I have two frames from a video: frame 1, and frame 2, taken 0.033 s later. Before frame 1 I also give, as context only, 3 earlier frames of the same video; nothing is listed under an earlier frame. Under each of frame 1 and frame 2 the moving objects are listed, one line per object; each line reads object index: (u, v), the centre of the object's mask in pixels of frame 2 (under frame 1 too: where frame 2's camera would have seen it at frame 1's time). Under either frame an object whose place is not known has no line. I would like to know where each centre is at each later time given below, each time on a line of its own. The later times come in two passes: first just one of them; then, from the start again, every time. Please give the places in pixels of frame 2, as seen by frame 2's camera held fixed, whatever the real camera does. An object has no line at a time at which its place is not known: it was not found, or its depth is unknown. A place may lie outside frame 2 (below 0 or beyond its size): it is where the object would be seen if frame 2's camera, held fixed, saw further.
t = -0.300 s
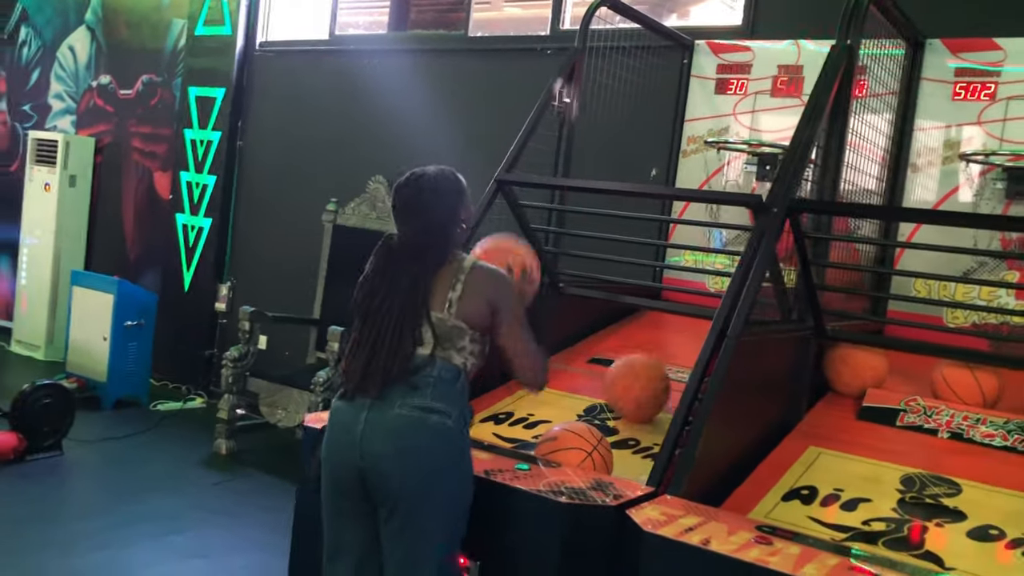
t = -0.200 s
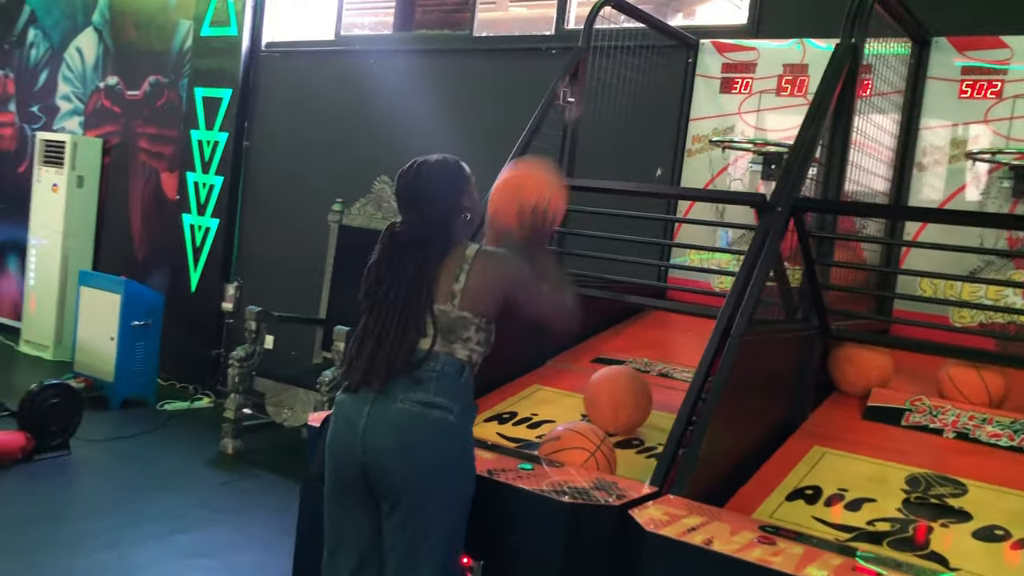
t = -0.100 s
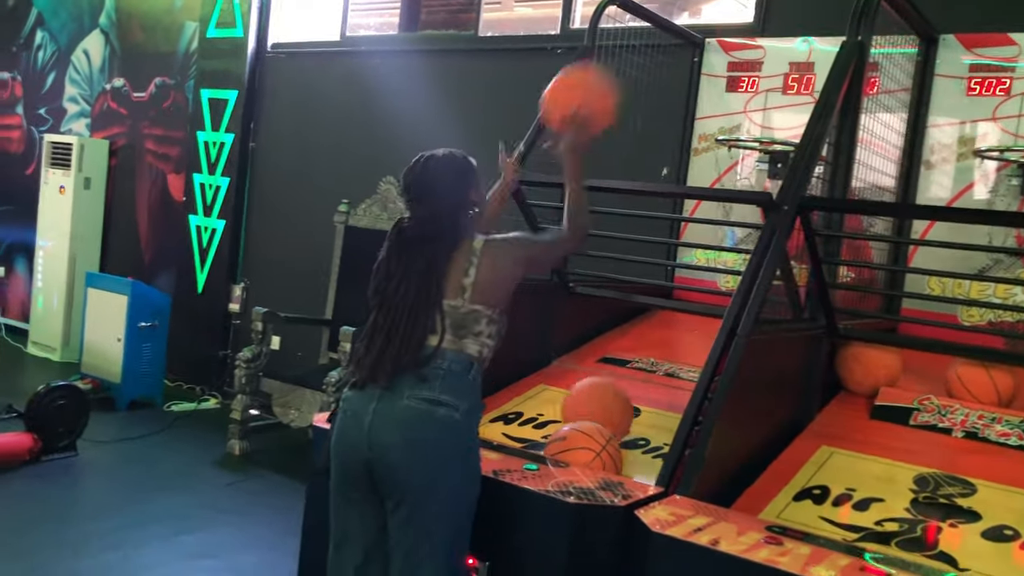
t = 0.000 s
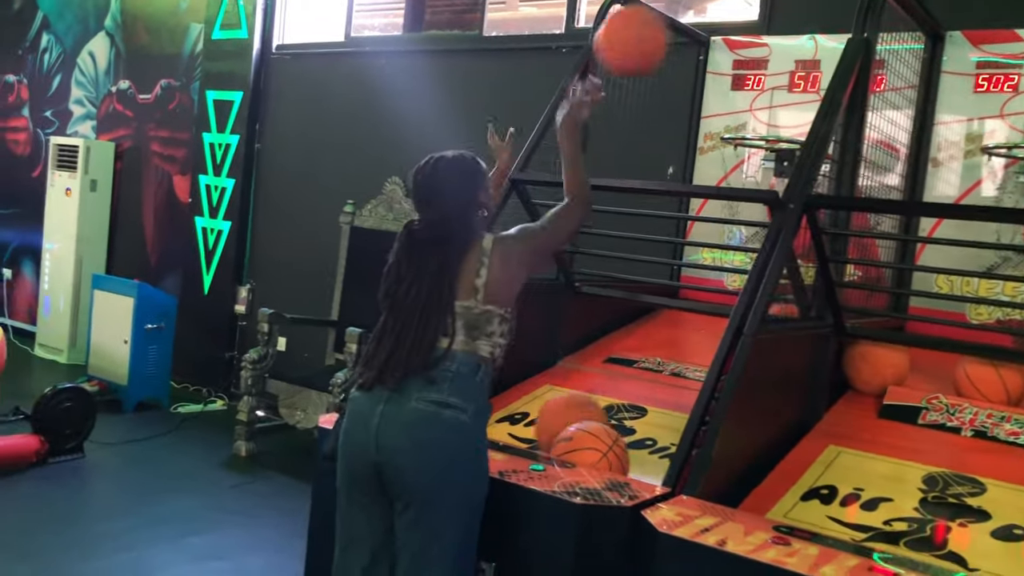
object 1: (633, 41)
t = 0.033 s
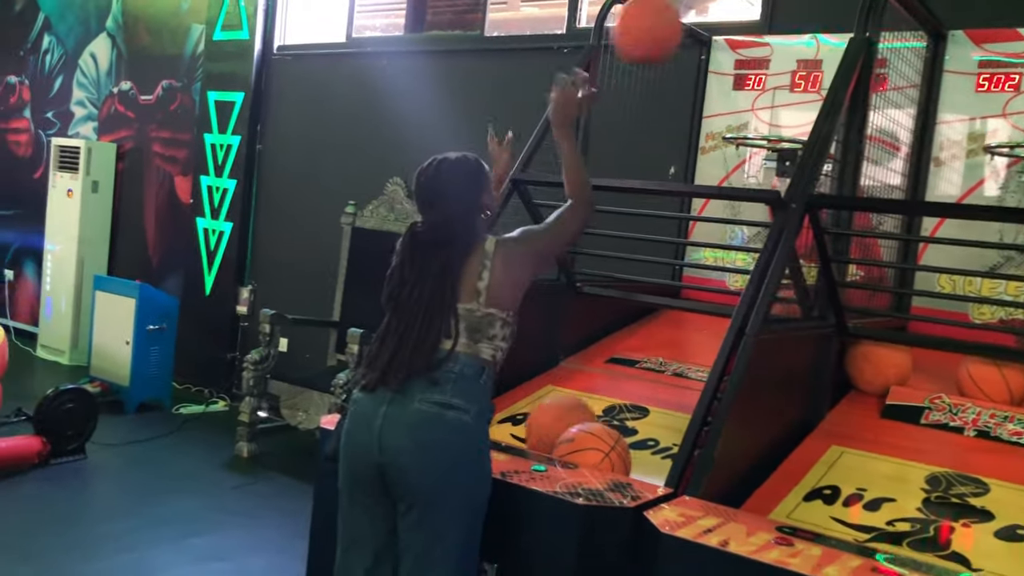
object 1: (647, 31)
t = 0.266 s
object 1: (718, 44)
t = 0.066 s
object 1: (660, 25)
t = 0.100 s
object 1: (671, 23)
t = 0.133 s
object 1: (681, 22)
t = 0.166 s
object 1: (692, 23)
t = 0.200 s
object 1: (701, 26)
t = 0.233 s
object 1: (709, 33)
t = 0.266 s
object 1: (718, 44)
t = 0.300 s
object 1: (725, 55)
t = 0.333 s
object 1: (733, 72)
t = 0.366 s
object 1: (741, 90)
